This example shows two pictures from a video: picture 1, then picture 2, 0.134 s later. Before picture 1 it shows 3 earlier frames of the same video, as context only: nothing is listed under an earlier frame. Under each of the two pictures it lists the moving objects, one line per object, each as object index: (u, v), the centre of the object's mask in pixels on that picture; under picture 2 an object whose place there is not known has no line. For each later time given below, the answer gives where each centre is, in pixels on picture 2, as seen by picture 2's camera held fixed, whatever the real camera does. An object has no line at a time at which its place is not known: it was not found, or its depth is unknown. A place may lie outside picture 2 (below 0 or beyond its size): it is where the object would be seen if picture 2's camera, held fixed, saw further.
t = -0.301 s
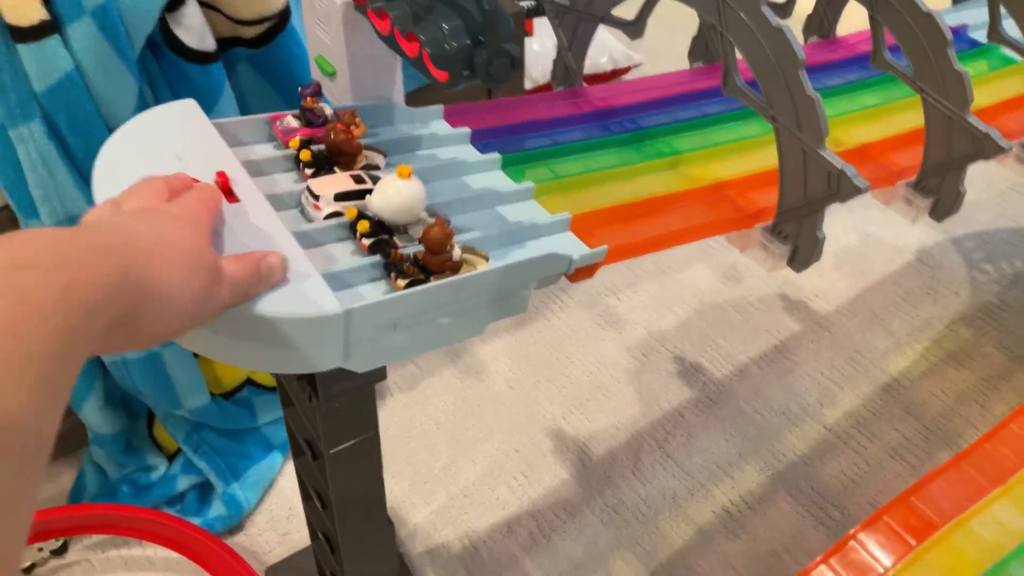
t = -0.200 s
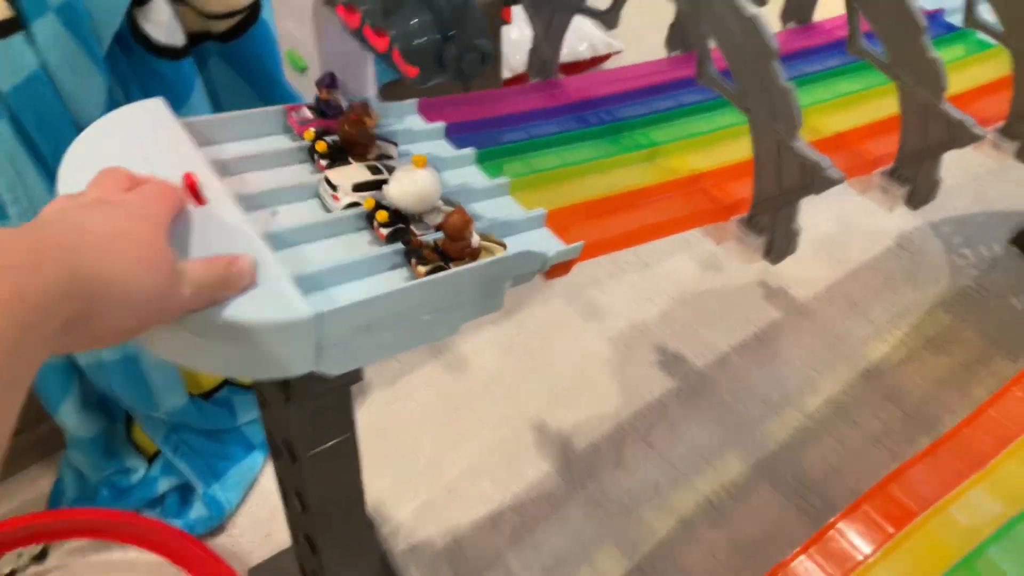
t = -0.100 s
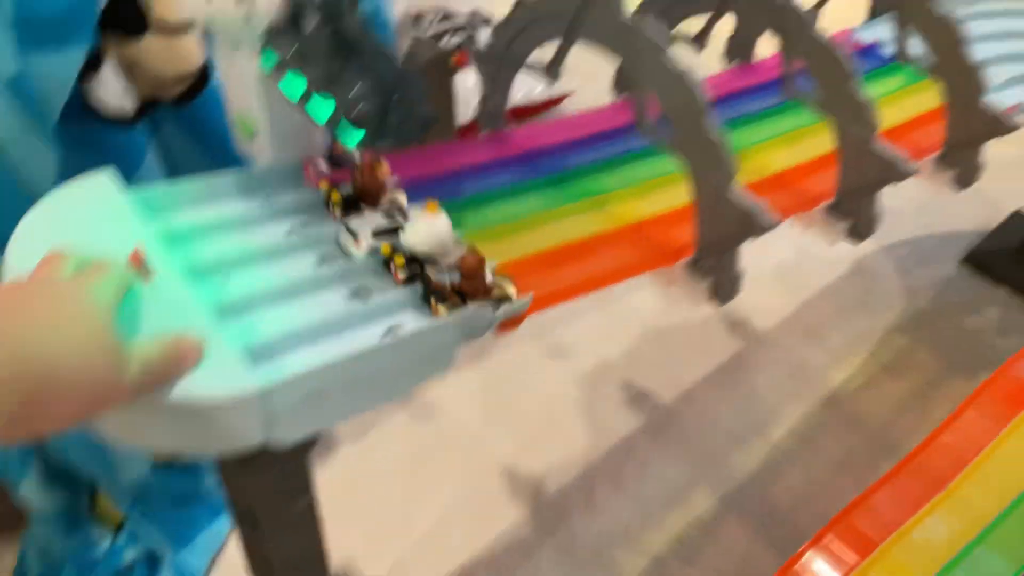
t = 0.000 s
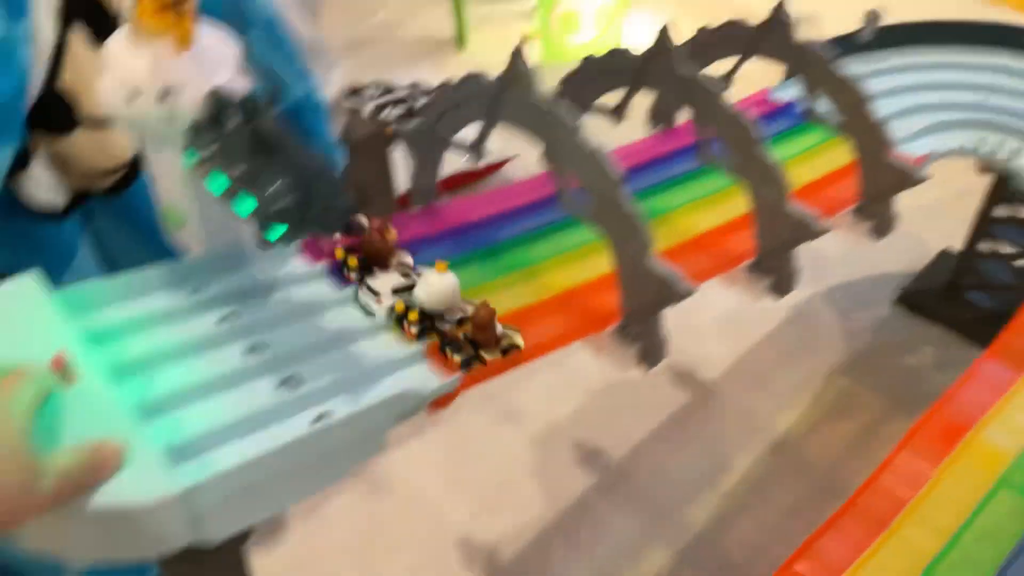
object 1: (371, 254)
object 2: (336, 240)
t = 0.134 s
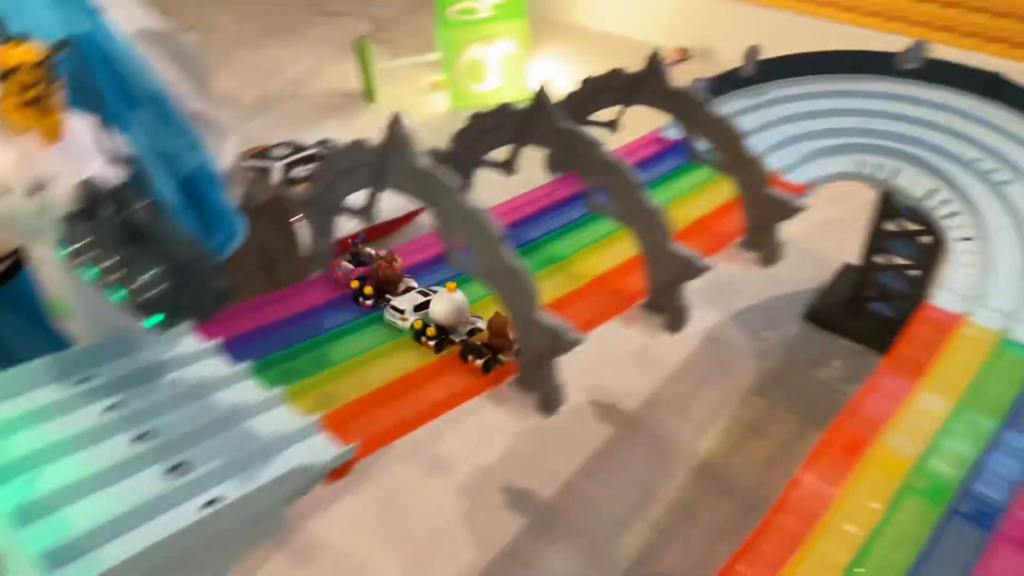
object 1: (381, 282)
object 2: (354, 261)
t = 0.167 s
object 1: (407, 271)
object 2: (381, 249)
